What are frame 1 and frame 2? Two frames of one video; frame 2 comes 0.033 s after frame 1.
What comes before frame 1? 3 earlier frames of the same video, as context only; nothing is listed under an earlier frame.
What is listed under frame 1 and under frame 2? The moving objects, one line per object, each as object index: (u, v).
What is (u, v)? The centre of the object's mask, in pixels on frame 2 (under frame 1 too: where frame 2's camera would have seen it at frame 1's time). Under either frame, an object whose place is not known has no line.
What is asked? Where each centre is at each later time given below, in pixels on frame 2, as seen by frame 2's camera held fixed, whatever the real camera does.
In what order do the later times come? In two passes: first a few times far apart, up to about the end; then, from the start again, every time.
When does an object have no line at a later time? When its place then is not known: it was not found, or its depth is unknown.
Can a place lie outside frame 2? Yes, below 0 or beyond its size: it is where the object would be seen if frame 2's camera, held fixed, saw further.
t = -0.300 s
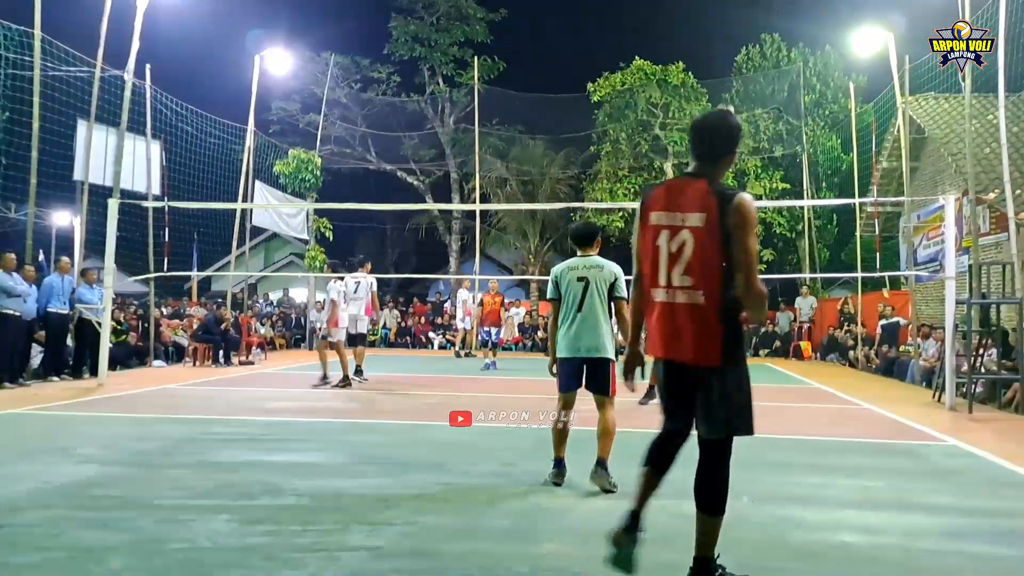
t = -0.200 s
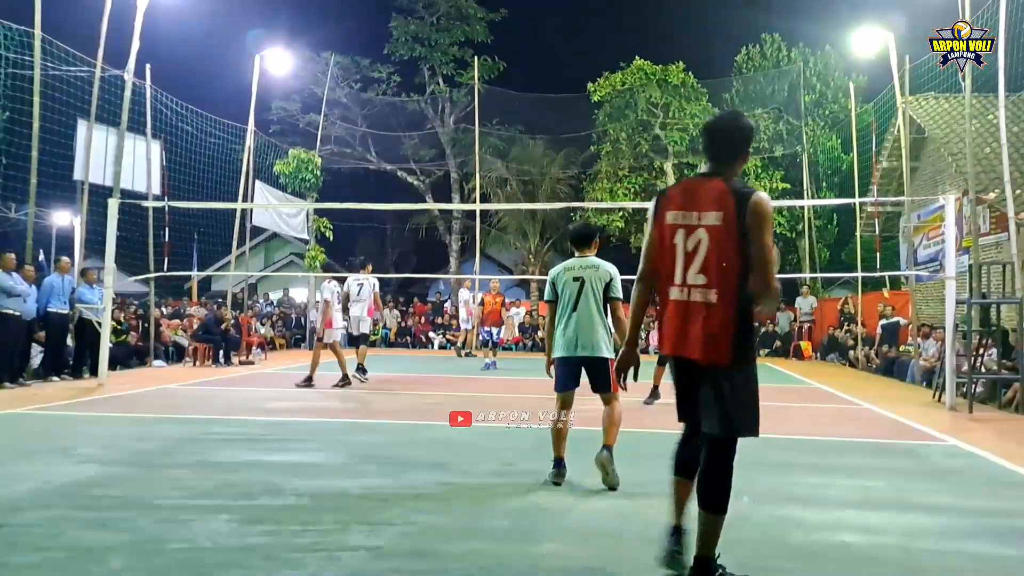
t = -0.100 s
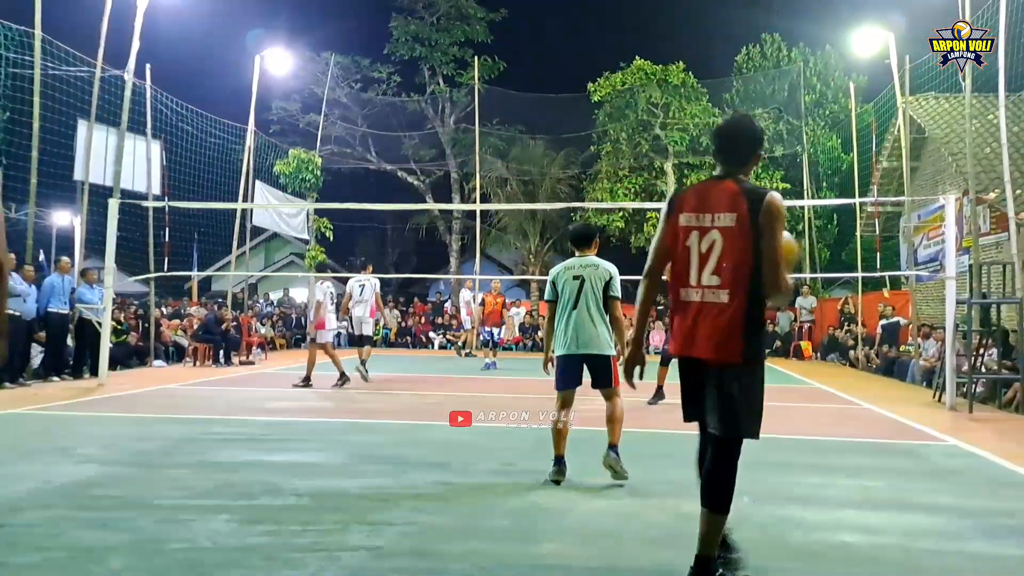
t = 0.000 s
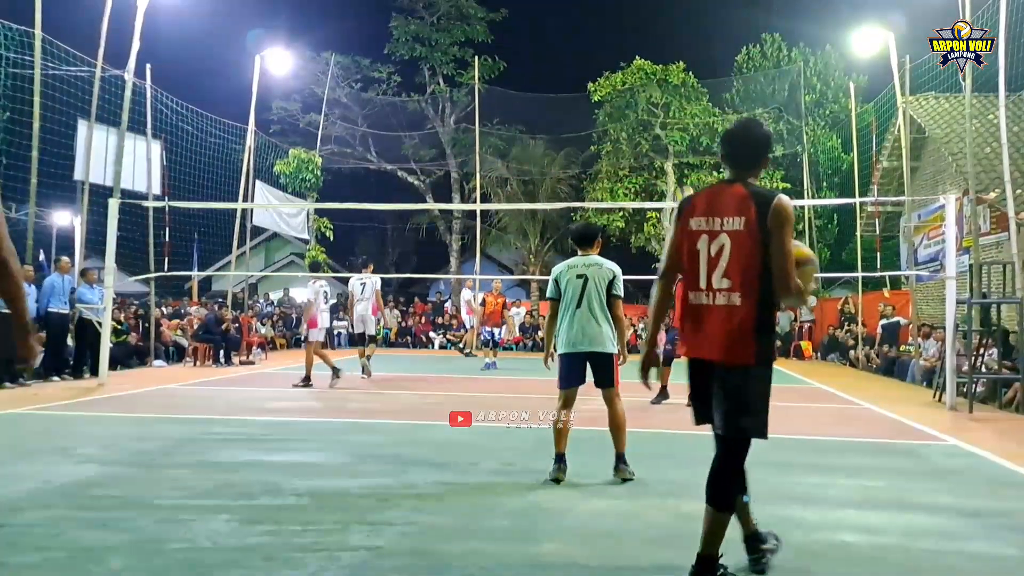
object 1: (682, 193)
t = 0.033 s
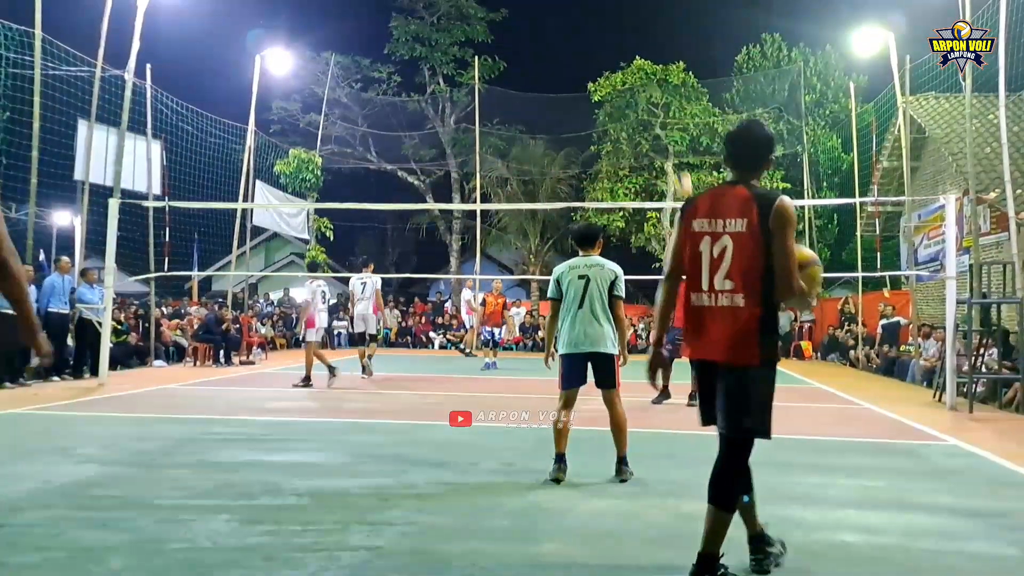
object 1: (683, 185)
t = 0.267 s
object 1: (663, 105)
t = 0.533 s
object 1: (638, 66)
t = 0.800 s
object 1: (609, 97)
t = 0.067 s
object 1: (681, 172)
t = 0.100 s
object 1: (677, 159)
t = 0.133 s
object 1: (674, 146)
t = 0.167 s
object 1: (671, 135)
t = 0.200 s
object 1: (668, 125)
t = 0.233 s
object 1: (666, 116)
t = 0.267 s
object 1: (663, 105)
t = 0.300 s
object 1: (660, 97)
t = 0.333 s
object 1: (657, 90)
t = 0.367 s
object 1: (654, 84)
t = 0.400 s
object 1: (651, 78)
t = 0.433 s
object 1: (648, 74)
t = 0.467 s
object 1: (644, 70)
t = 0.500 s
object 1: (641, 68)
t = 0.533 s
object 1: (638, 66)
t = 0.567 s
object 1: (634, 66)
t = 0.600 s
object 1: (631, 67)
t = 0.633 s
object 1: (628, 68)
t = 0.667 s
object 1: (624, 72)
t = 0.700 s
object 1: (620, 75)
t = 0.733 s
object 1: (616, 81)
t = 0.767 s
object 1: (613, 87)
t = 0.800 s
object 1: (609, 97)
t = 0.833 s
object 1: (604, 104)
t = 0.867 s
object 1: (600, 115)
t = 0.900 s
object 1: (596, 127)
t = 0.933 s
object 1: (592, 142)
